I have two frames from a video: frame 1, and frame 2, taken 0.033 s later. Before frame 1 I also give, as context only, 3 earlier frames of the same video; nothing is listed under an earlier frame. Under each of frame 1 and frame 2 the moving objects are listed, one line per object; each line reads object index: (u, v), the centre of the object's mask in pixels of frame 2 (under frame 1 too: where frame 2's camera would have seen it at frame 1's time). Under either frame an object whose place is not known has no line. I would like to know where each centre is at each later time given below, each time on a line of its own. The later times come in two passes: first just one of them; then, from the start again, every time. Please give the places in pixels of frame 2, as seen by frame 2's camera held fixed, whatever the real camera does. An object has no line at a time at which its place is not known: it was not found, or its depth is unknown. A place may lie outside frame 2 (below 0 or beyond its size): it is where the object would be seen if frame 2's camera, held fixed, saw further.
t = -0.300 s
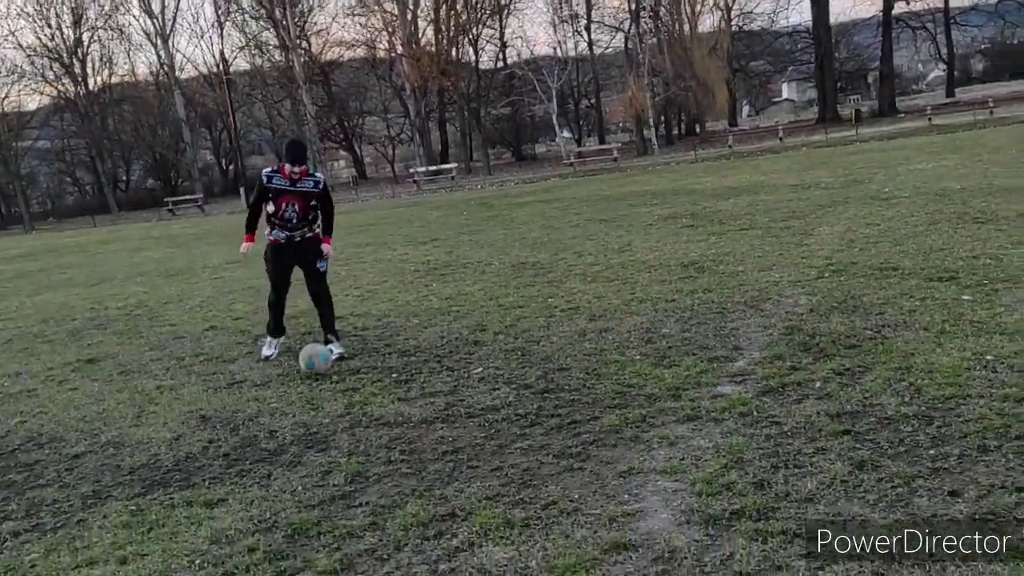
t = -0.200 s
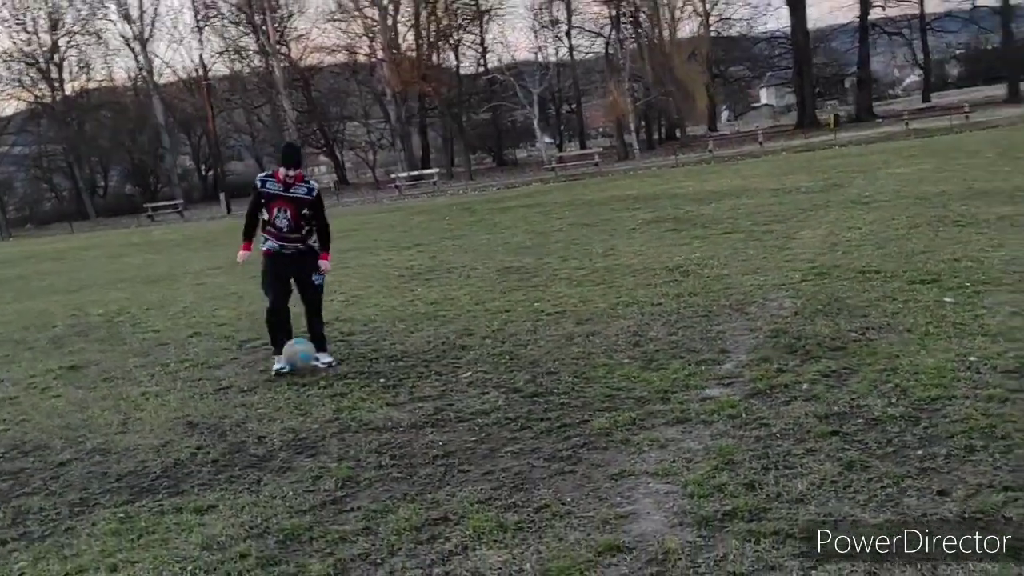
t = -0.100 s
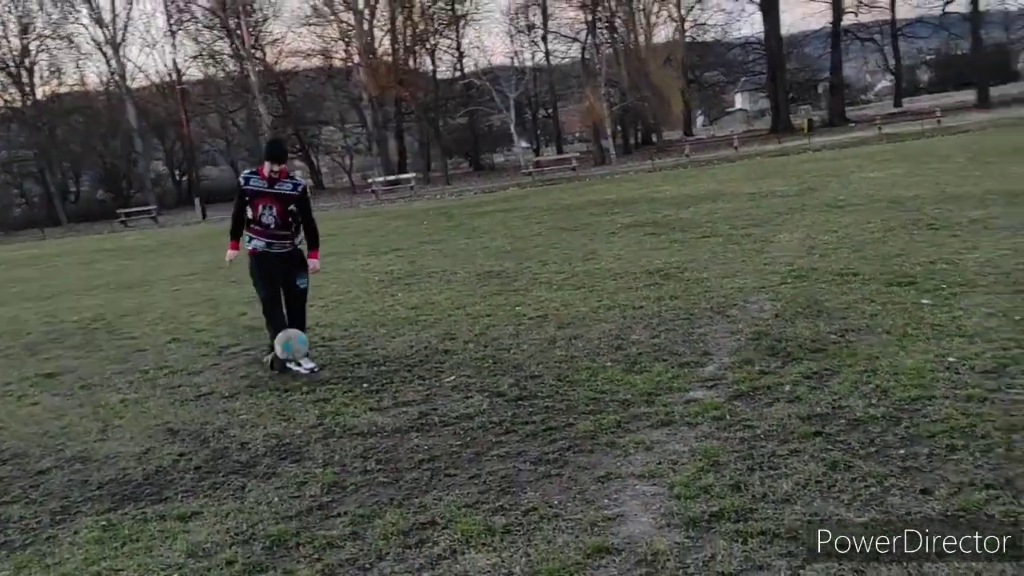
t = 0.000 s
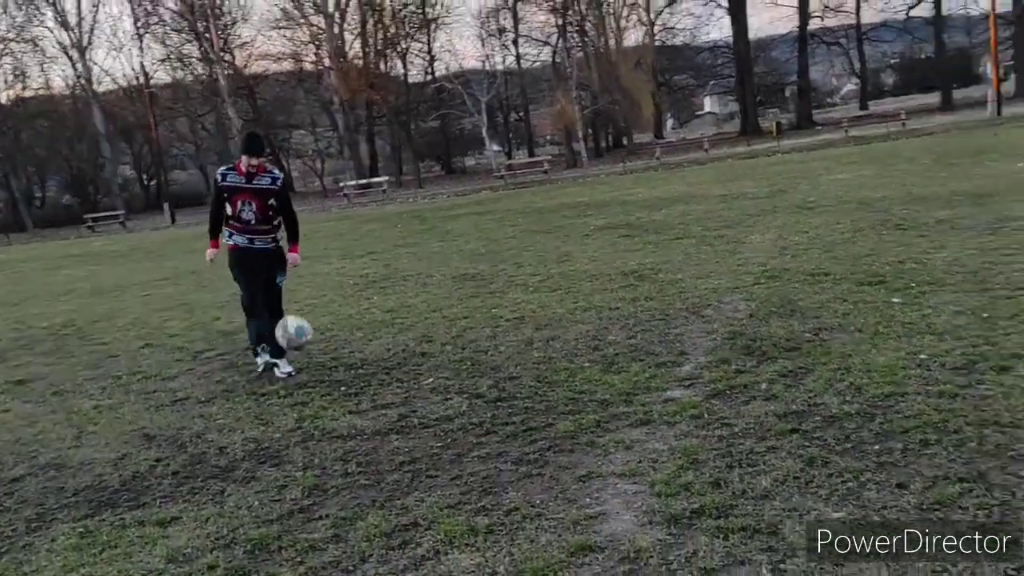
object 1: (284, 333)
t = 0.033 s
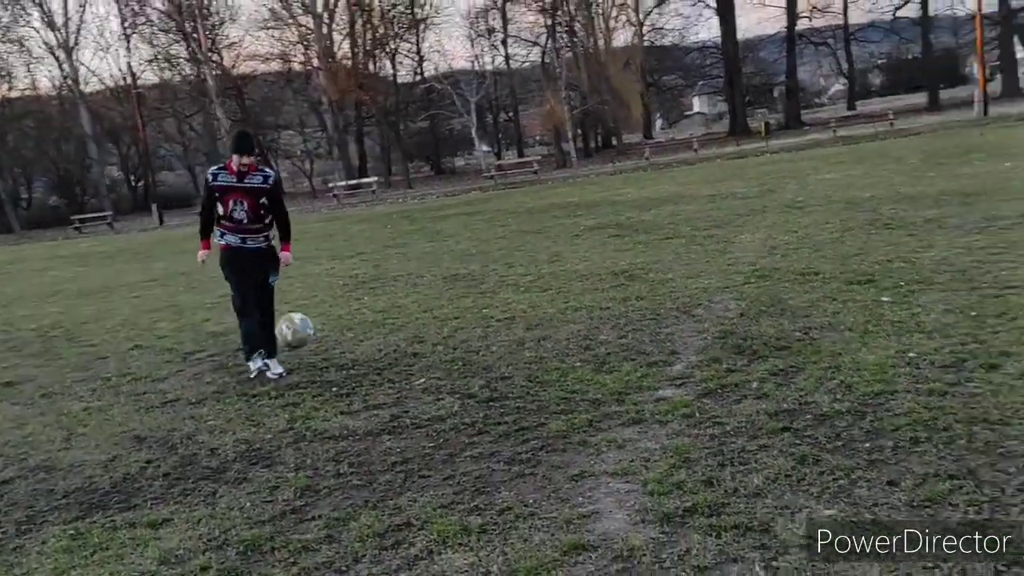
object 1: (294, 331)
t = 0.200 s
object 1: (357, 343)
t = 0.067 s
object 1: (305, 329)
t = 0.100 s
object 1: (317, 330)
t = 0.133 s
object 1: (330, 333)
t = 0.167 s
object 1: (343, 337)
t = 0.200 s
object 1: (357, 343)
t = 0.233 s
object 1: (372, 351)
